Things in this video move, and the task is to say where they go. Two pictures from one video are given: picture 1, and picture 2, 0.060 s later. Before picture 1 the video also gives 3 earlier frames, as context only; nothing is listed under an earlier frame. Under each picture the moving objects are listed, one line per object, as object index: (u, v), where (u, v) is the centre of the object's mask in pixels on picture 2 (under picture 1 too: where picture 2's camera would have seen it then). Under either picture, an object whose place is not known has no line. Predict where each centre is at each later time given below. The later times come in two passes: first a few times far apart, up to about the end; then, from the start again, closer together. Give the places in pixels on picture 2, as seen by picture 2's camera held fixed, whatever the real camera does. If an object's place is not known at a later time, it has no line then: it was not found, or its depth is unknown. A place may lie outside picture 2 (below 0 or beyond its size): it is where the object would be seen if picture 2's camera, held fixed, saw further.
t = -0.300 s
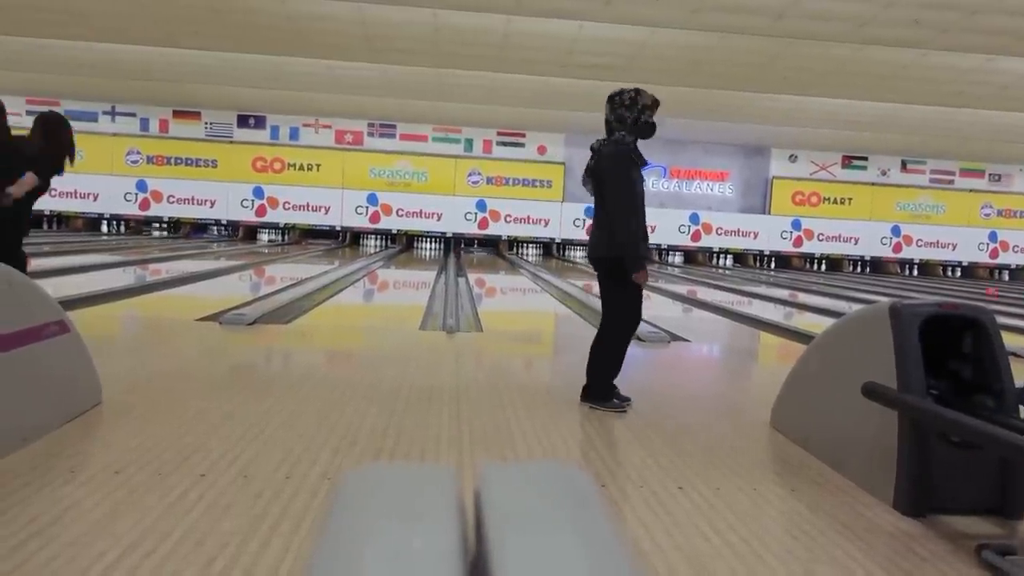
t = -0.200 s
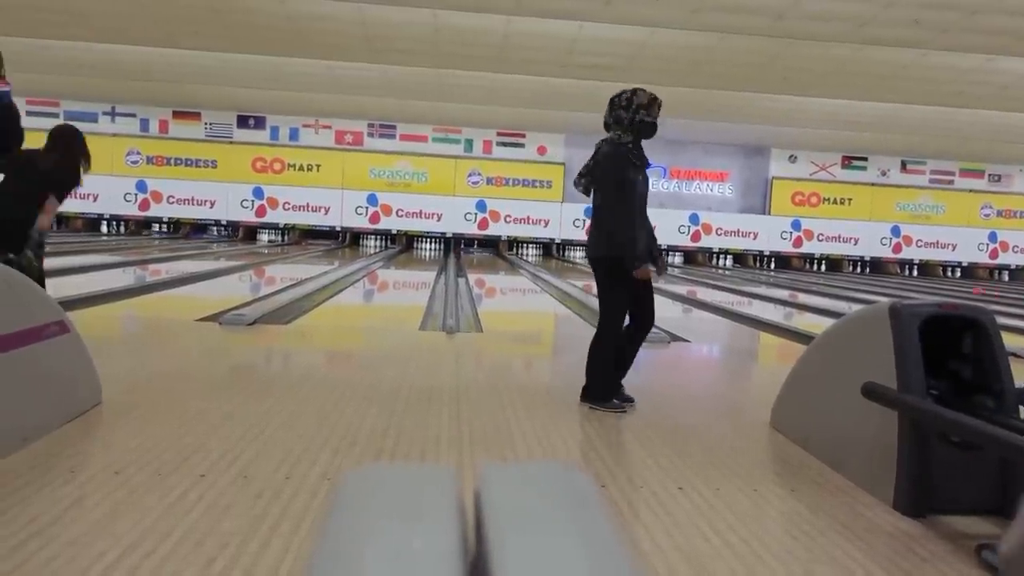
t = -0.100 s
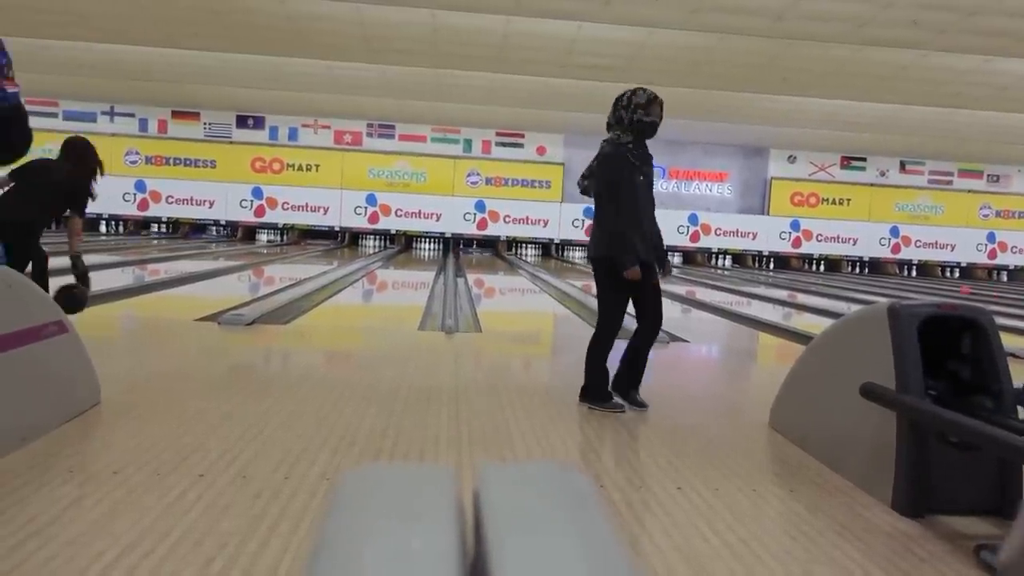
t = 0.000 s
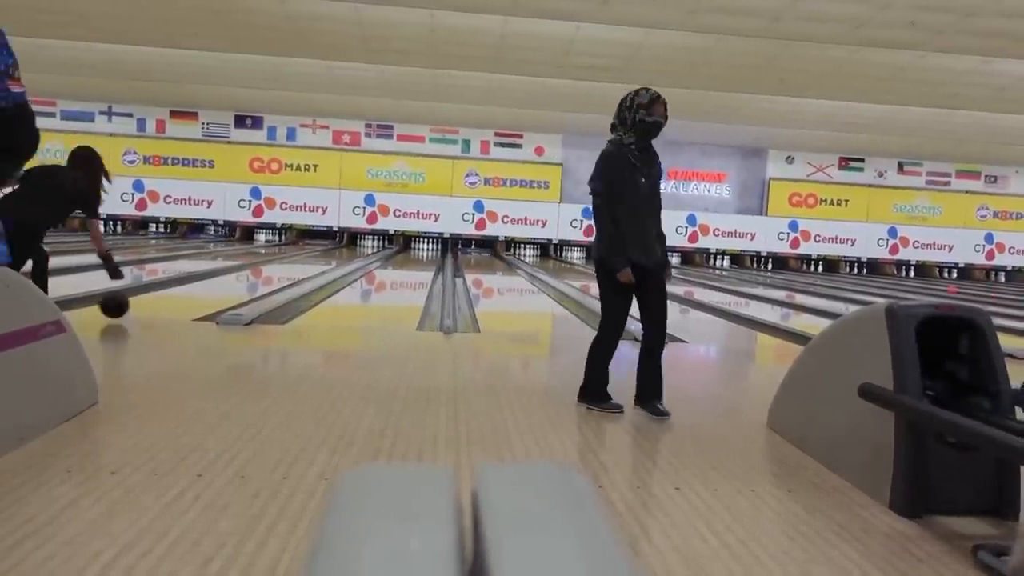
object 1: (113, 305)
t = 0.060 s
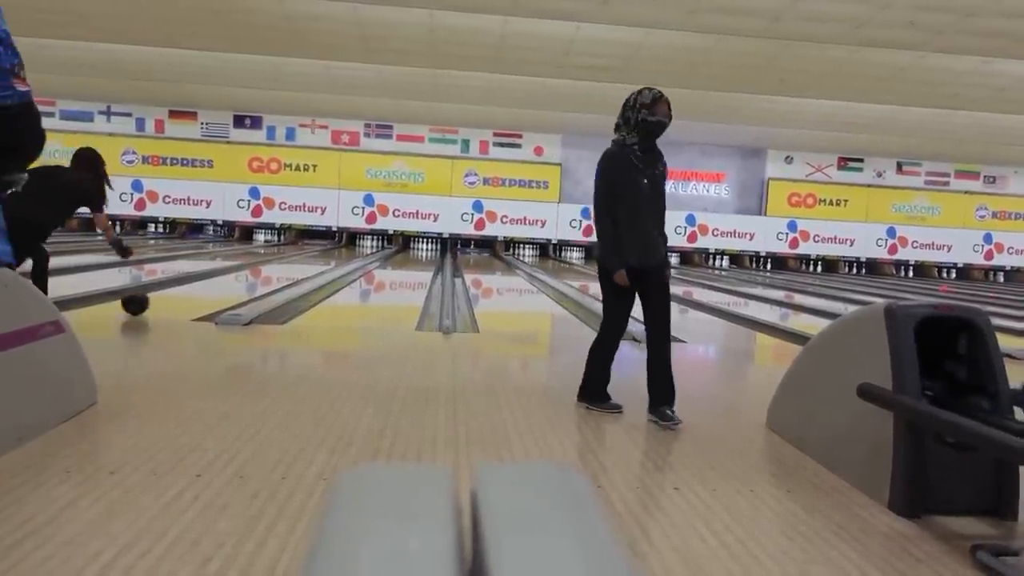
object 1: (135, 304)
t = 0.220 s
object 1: (182, 292)
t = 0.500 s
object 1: (238, 279)
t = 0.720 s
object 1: (269, 271)
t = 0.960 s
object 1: (293, 266)
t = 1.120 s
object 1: (307, 262)
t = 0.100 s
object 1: (148, 300)
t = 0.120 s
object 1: (154, 299)
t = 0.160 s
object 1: (166, 296)
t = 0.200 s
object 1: (177, 294)
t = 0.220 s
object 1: (182, 292)
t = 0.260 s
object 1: (191, 290)
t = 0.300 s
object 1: (201, 288)
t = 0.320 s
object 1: (205, 287)
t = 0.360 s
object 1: (213, 285)
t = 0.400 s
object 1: (221, 283)
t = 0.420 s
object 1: (225, 282)
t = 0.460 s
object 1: (232, 280)
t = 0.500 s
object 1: (238, 279)
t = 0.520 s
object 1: (241, 278)
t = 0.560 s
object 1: (248, 277)
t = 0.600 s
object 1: (253, 275)
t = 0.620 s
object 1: (256, 275)
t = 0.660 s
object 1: (261, 273)
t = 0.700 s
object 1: (266, 272)
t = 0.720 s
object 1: (269, 271)
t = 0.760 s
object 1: (273, 270)
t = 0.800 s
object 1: (278, 269)
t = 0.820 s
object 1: (280, 269)
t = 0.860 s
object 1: (284, 268)
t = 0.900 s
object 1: (288, 267)
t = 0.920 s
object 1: (290, 267)
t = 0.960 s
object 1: (293, 266)
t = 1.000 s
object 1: (297, 265)
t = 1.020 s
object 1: (299, 264)
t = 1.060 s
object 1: (302, 264)
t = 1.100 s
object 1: (305, 263)
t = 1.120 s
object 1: (307, 262)
